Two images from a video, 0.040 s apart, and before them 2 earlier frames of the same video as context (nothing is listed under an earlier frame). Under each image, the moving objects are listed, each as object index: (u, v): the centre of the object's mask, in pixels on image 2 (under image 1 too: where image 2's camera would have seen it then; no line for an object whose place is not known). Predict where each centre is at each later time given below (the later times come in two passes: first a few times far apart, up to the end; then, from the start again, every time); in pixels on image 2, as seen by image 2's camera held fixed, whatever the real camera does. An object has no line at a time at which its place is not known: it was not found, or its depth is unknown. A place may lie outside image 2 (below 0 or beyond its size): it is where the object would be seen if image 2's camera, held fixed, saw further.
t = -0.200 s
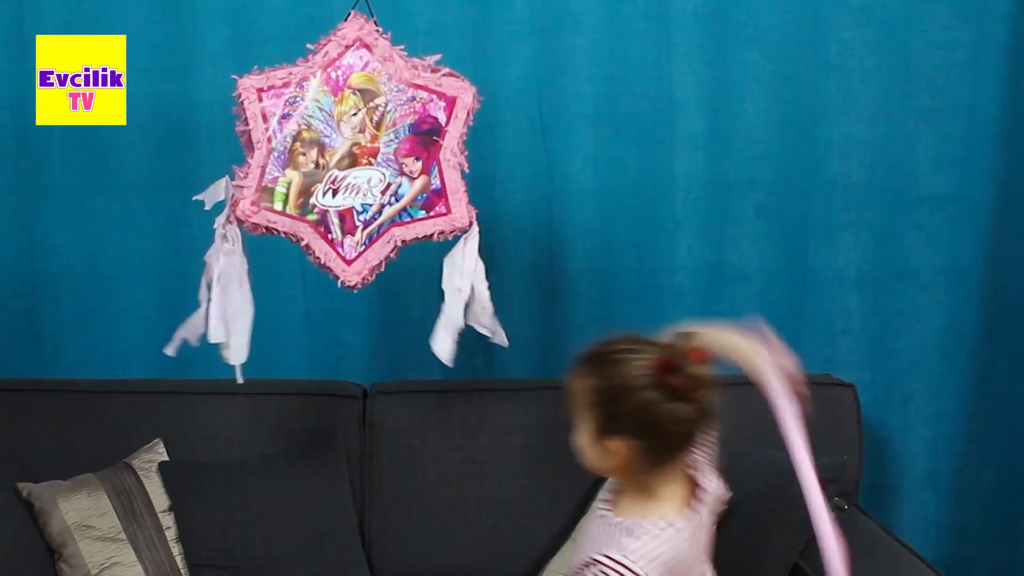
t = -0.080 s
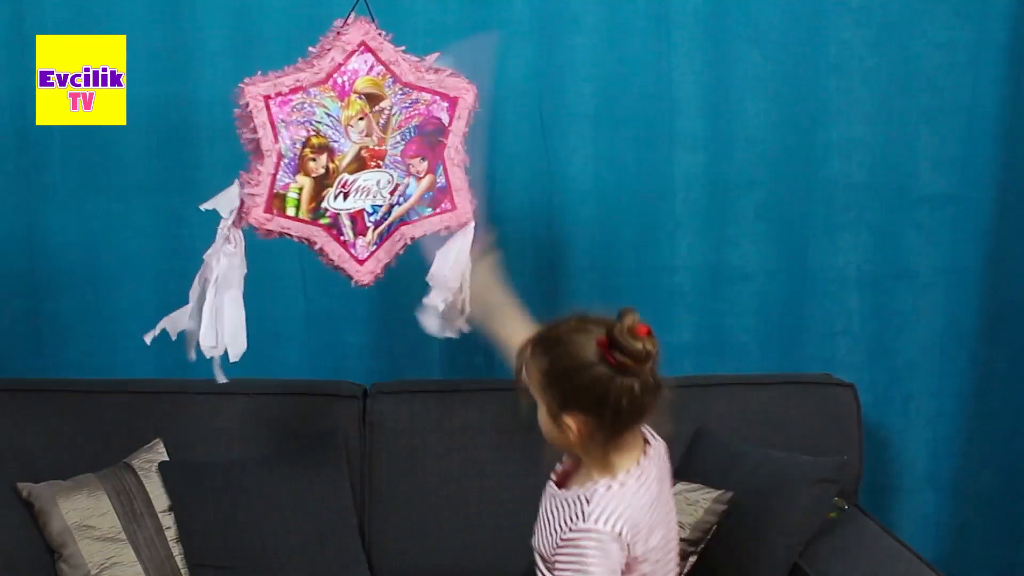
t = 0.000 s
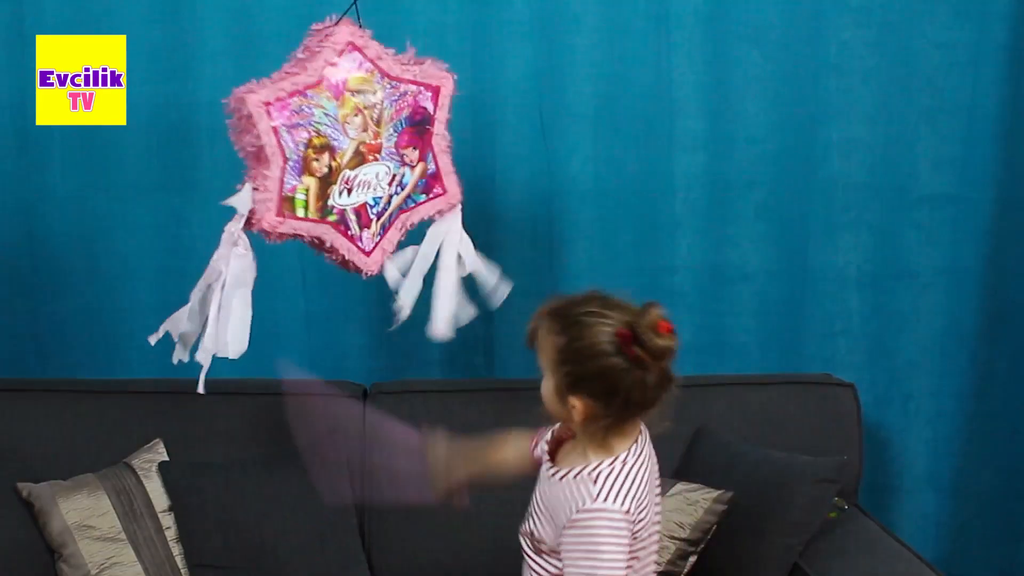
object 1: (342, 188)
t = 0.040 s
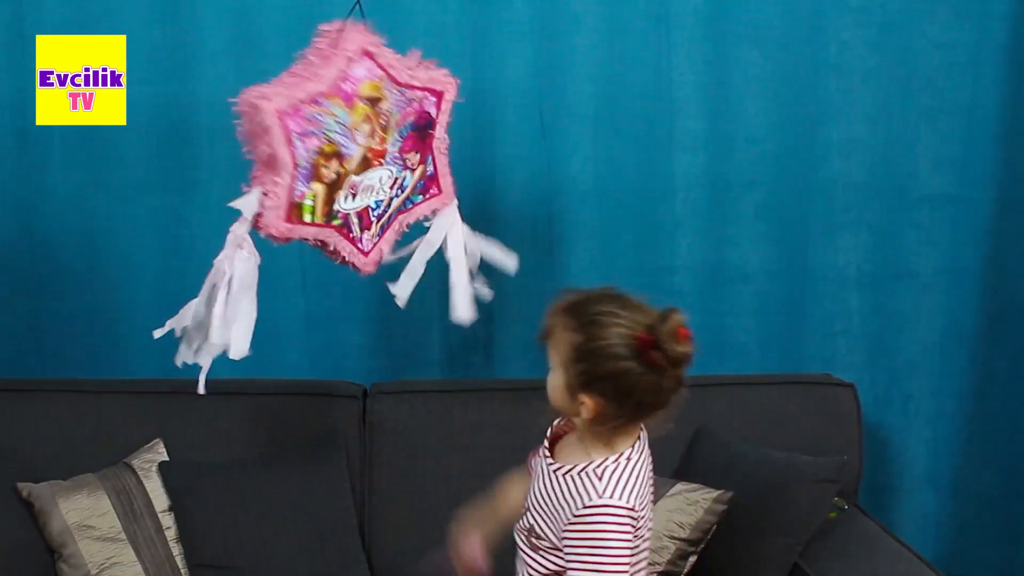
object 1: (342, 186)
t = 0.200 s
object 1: (339, 174)
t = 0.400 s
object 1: (352, 200)
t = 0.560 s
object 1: (368, 171)
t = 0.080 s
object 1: (343, 183)
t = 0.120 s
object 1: (342, 178)
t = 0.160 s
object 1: (341, 177)
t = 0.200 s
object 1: (339, 174)
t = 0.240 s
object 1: (340, 174)
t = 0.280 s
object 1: (344, 176)
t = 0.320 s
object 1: (350, 181)
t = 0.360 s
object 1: (353, 192)
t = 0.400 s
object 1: (352, 200)
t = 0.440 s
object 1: (355, 203)
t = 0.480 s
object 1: (360, 196)
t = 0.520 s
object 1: (362, 177)
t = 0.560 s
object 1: (368, 171)
